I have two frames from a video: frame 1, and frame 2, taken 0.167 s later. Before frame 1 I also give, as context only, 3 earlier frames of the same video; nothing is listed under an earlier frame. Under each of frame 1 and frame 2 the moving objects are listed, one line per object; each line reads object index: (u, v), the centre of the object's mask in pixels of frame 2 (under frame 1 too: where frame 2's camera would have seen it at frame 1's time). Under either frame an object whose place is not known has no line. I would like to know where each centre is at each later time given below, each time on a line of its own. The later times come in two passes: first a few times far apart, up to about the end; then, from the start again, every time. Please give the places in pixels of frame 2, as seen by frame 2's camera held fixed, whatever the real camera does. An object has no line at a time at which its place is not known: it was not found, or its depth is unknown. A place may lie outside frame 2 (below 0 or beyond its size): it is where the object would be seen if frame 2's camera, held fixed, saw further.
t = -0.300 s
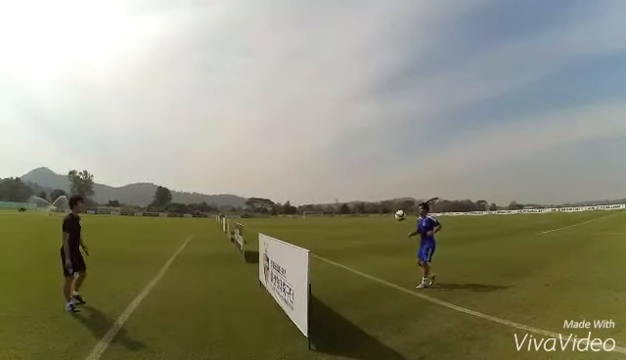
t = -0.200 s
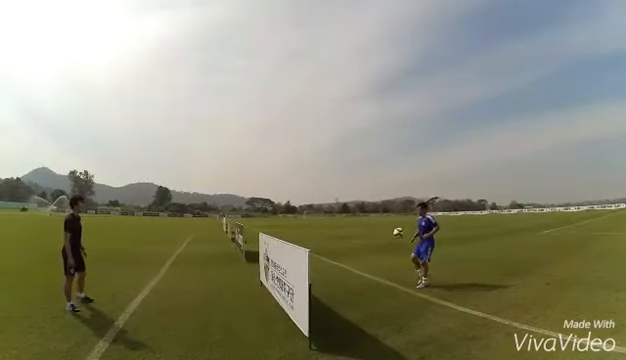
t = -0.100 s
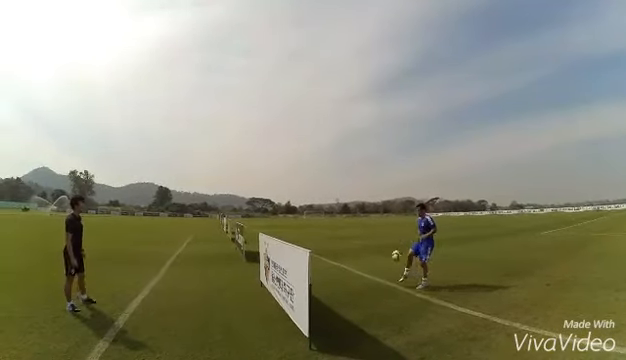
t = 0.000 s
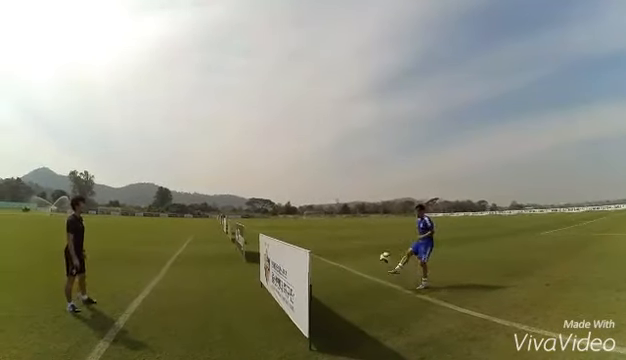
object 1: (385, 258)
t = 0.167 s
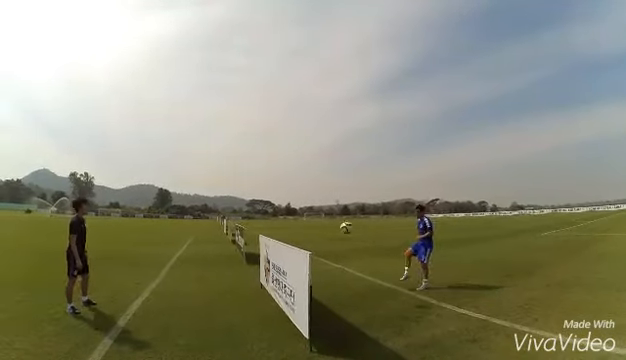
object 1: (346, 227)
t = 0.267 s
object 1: (319, 213)
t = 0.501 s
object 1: (244, 196)
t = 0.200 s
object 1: (337, 222)
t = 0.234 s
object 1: (328, 217)
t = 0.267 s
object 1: (319, 213)
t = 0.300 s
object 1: (309, 209)
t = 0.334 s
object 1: (300, 206)
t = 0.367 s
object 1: (290, 202)
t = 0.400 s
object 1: (278, 201)
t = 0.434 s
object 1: (267, 199)
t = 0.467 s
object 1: (256, 197)
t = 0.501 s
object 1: (244, 196)
